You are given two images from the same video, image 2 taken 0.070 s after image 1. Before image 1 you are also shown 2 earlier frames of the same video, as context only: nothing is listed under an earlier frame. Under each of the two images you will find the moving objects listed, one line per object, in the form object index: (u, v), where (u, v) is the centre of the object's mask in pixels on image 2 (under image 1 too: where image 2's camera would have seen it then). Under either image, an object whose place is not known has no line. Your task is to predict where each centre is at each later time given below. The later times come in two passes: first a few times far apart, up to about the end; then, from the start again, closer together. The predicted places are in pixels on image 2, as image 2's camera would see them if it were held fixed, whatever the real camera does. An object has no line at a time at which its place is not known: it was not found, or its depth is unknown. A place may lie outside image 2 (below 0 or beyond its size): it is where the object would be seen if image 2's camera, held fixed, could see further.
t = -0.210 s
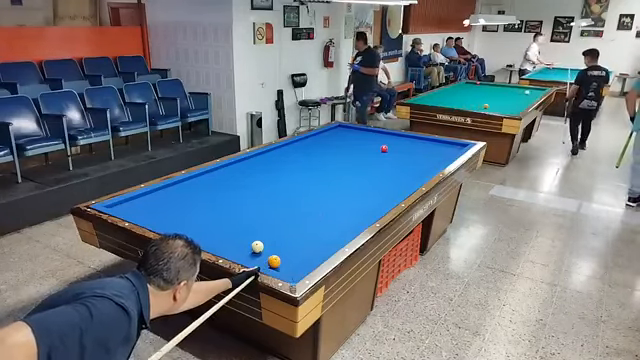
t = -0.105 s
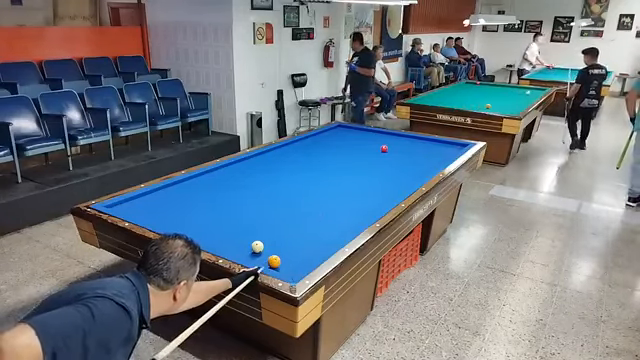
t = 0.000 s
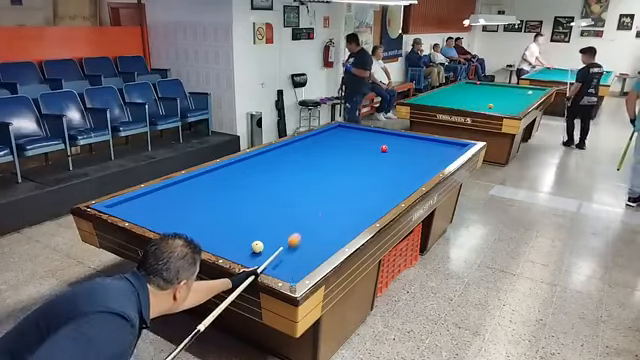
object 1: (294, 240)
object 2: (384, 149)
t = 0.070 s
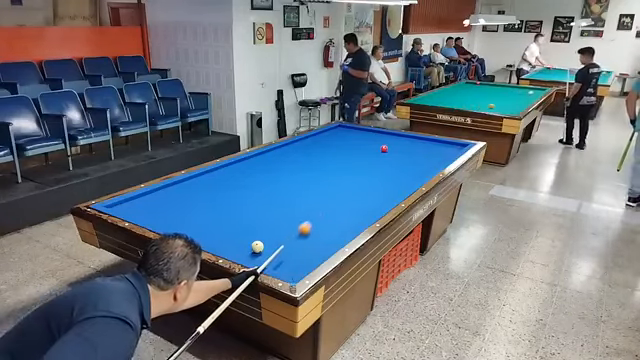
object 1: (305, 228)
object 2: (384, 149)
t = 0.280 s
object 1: (331, 199)
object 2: (384, 148)
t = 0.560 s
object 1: (359, 169)
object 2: (384, 149)
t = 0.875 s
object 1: (376, 147)
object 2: (387, 148)
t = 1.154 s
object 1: (370, 132)
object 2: (409, 148)
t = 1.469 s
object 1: (331, 132)
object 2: (432, 147)
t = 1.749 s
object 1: (319, 137)
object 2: (451, 147)
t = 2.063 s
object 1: (317, 147)
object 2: (461, 145)
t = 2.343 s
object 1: (315, 156)
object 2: (454, 143)
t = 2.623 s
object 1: (312, 166)
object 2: (446, 143)
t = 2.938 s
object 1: (308, 179)
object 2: (436, 143)
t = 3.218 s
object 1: (304, 193)
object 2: (428, 143)
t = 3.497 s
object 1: (299, 210)
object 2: (420, 143)
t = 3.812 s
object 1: (293, 230)
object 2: (413, 143)
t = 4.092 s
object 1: (287, 252)
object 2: (406, 143)
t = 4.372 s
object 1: (294, 268)
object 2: (401, 143)
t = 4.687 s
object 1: (299, 251)
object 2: (393, 143)
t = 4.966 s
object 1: (300, 239)
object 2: (388, 142)
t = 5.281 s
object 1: (301, 226)
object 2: (383, 142)
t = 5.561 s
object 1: (302, 217)
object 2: (379, 142)
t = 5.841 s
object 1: (303, 207)
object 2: (374, 142)
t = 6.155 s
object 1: (304, 199)
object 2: (370, 142)
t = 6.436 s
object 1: (304, 192)
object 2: (367, 142)
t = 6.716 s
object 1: (305, 187)
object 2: (364, 142)
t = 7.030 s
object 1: (305, 181)
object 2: (361, 142)
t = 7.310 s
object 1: (306, 176)
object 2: (359, 142)
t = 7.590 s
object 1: (306, 172)
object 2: (358, 142)
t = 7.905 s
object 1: (306, 167)
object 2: (356, 141)
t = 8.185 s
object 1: (306, 163)
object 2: (356, 142)
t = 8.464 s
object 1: (306, 160)
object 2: (355, 142)
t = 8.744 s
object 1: (307, 157)
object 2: (355, 141)
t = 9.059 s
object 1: (307, 153)
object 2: (355, 141)
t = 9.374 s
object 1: (307, 151)
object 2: (355, 141)
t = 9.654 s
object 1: (307, 148)
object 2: (355, 141)
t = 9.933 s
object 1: (307, 146)
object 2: (355, 141)
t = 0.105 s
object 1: (310, 222)
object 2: (384, 149)
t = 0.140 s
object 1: (314, 217)
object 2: (384, 149)
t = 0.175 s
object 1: (319, 212)
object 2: (384, 149)
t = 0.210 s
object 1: (323, 207)
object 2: (384, 148)
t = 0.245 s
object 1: (327, 203)
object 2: (384, 148)
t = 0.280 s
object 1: (331, 199)
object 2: (384, 148)
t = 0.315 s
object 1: (335, 195)
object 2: (384, 148)
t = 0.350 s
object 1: (338, 191)
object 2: (384, 149)
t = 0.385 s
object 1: (342, 187)
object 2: (384, 149)
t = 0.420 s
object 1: (344, 184)
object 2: (384, 148)
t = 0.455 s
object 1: (347, 180)
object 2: (384, 148)
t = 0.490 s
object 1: (351, 177)
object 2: (384, 148)
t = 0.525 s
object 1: (353, 174)
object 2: (384, 148)
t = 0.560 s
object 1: (359, 169)
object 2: (384, 149)
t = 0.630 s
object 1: (364, 163)
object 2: (384, 149)
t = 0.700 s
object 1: (366, 160)
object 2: (384, 148)
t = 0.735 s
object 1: (369, 158)
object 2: (384, 149)
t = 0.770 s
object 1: (373, 153)
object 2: (384, 148)
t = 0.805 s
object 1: (375, 150)
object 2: (384, 149)
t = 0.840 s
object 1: (377, 148)
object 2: (384, 148)
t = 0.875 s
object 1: (376, 147)
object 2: (387, 148)
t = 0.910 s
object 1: (374, 144)
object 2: (391, 148)
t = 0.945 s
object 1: (373, 143)
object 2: (393, 148)
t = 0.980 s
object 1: (372, 141)
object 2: (396, 148)
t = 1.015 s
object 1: (371, 139)
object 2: (399, 148)
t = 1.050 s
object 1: (371, 137)
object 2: (402, 148)
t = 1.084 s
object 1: (371, 135)
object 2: (404, 148)
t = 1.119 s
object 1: (370, 134)
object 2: (407, 148)
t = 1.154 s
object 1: (370, 132)
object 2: (409, 148)
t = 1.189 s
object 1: (369, 131)
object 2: (411, 148)
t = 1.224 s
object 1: (368, 130)
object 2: (414, 148)
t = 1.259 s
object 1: (363, 130)
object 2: (416, 147)
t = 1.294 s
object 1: (358, 130)
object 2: (419, 147)
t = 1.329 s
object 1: (353, 131)
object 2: (421, 147)
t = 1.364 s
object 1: (348, 131)
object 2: (423, 147)
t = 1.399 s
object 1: (340, 131)
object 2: (428, 147)
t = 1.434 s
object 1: (335, 132)
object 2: (430, 147)
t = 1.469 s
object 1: (331, 132)
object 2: (432, 147)
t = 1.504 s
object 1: (327, 132)
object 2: (435, 147)
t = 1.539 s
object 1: (322, 132)
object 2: (437, 147)
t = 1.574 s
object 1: (319, 133)
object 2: (440, 147)
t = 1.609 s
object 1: (320, 133)
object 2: (442, 147)
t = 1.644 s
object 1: (320, 134)
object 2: (444, 147)
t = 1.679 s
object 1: (320, 136)
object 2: (447, 147)
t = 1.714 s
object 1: (320, 136)
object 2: (449, 147)
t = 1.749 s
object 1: (319, 137)
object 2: (451, 147)
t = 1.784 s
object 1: (319, 138)
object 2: (453, 147)
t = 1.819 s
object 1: (319, 139)
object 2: (455, 147)
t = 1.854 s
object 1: (319, 140)
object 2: (457, 146)
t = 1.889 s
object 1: (318, 141)
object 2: (459, 146)
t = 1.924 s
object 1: (318, 142)
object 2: (461, 146)
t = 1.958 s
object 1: (318, 143)
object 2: (462, 146)
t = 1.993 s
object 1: (318, 144)
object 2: (463, 146)
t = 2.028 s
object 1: (318, 145)
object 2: (462, 146)
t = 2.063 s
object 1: (317, 147)
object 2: (461, 145)
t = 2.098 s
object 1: (316, 148)
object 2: (460, 145)
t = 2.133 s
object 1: (316, 149)
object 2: (460, 144)
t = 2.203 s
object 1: (316, 151)
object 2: (458, 144)
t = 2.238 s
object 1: (315, 152)
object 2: (457, 143)
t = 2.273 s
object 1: (315, 153)
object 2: (457, 143)
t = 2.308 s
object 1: (315, 155)
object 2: (455, 143)
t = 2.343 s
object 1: (315, 156)
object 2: (454, 143)
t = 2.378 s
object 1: (314, 157)
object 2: (453, 144)
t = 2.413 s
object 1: (314, 158)
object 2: (452, 143)
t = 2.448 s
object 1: (314, 159)
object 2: (451, 143)
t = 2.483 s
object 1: (313, 160)
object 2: (451, 143)
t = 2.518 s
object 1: (313, 162)
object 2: (450, 143)
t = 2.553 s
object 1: (312, 163)
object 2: (448, 143)
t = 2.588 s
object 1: (312, 164)
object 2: (446, 143)
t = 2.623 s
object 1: (312, 166)
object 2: (446, 143)
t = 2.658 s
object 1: (311, 167)
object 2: (445, 143)
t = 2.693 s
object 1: (311, 168)
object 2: (444, 143)
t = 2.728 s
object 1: (311, 170)
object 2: (443, 143)
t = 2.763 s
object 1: (310, 171)
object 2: (443, 143)
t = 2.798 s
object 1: (309, 173)
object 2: (440, 143)
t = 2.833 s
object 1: (309, 175)
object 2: (439, 143)
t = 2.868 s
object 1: (309, 176)
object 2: (438, 143)
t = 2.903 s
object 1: (308, 178)
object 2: (436, 143)
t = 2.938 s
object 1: (308, 179)
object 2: (436, 143)
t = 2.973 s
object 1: (308, 181)
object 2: (435, 143)
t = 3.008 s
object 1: (307, 183)
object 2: (434, 143)
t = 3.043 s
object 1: (307, 184)
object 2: (432, 143)
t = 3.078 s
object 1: (306, 186)
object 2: (432, 143)
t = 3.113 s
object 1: (306, 187)
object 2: (431, 143)
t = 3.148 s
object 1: (305, 189)
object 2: (430, 143)
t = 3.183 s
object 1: (305, 191)
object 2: (429, 143)
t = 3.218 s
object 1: (304, 193)
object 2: (428, 143)
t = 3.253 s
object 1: (304, 194)
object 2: (427, 143)
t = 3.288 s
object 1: (303, 196)
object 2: (427, 143)
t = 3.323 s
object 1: (303, 198)
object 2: (426, 143)
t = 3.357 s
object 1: (302, 200)
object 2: (424, 143)
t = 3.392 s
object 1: (301, 202)
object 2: (423, 143)
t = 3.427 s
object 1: (301, 204)
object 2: (423, 143)
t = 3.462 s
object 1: (300, 206)
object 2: (422, 143)
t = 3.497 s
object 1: (299, 210)
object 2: (420, 143)
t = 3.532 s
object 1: (299, 212)
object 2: (419, 143)
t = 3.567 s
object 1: (298, 214)
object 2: (419, 143)
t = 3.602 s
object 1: (297, 216)
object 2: (417, 143)
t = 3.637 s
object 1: (297, 218)
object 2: (417, 143)
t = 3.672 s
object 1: (296, 221)
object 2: (416, 143)
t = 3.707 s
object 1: (295, 223)
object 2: (415, 143)
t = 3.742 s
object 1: (295, 225)
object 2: (415, 143)
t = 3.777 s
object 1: (294, 228)
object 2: (414, 142)
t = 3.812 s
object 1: (293, 230)
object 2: (413, 143)
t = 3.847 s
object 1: (293, 233)
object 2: (412, 143)
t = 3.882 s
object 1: (292, 235)
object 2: (411, 143)
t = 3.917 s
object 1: (291, 238)
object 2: (410, 143)
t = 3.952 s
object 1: (290, 241)
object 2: (410, 142)
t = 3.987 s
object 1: (290, 244)
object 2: (409, 143)
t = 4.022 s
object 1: (289, 246)
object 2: (408, 143)
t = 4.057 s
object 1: (288, 249)
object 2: (408, 143)
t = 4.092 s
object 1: (287, 252)
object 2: (406, 143)
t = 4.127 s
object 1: (286, 255)
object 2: (406, 143)
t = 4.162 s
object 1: (285, 258)
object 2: (405, 143)
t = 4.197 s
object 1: (284, 261)
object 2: (404, 143)
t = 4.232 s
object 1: (283, 264)
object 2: (404, 143)
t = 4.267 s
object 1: (282, 267)
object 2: (403, 143)
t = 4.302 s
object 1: (284, 269)
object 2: (402, 143)
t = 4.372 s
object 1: (294, 268)
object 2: (401, 143)
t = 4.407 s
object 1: (297, 266)
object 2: (400, 143)
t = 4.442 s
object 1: (297, 263)
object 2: (399, 143)
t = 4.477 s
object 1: (297, 261)
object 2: (398, 143)
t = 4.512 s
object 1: (298, 259)
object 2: (397, 143)
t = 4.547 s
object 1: (298, 258)
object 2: (396, 143)
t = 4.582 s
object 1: (298, 256)
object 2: (396, 143)
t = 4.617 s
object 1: (298, 254)
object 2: (395, 143)
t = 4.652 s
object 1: (299, 252)
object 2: (394, 143)
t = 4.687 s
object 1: (299, 251)
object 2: (393, 143)
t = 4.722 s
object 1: (299, 249)
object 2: (393, 143)
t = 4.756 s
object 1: (299, 248)
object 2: (392, 142)
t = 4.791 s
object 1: (299, 246)
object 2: (392, 143)
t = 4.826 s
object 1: (300, 245)
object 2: (391, 142)
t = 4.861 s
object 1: (300, 243)
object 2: (390, 142)
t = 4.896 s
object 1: (300, 242)
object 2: (390, 142)
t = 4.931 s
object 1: (300, 240)
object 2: (389, 142)
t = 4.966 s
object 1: (300, 239)
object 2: (388, 142)
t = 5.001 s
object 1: (300, 237)
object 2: (388, 142)
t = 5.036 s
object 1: (301, 235)
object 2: (387, 142)
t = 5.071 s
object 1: (301, 234)
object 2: (386, 143)
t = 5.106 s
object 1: (301, 232)
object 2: (385, 143)
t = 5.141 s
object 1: (301, 231)
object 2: (385, 143)
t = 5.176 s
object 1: (301, 229)
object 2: (384, 142)
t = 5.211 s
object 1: (301, 228)
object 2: (384, 143)
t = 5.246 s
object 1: (301, 227)
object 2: (384, 143)
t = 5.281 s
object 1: (301, 226)
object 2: (383, 142)
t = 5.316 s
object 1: (301, 225)
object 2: (383, 142)
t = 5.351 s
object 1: (301, 223)
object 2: (382, 142)
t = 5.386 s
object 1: (301, 222)
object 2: (381, 142)
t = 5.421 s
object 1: (302, 221)
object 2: (381, 142)
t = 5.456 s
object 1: (302, 220)
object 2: (380, 142)
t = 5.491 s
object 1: (302, 219)
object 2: (380, 142)
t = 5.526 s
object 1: (302, 217)
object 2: (379, 142)
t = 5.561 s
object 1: (302, 217)
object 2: (379, 142)
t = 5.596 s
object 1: (302, 216)
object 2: (378, 142)
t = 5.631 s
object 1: (302, 214)
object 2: (377, 142)
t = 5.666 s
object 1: (302, 213)
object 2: (377, 142)
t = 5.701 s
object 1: (303, 213)
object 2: (376, 142)
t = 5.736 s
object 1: (303, 211)
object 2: (376, 142)
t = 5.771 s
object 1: (303, 210)
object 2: (376, 142)
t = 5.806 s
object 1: (303, 208)
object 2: (375, 142)
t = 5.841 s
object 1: (303, 207)
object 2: (374, 142)
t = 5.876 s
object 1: (303, 206)
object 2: (374, 142)
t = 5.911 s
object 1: (303, 206)
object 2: (373, 142)
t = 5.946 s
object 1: (303, 205)
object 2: (373, 142)
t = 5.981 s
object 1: (303, 204)
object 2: (373, 142)
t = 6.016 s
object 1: (303, 203)
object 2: (373, 142)
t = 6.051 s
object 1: (303, 202)
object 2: (372, 142)
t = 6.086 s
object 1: (304, 201)
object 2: (371, 142)
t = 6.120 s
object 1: (304, 200)
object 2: (371, 142)
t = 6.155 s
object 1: (304, 199)
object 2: (370, 142)
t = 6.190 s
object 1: (304, 199)
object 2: (370, 142)
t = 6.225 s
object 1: (304, 198)
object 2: (370, 142)
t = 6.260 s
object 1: (304, 197)
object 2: (369, 142)
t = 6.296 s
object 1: (304, 196)
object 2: (369, 142)
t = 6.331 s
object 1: (304, 196)
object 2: (368, 142)
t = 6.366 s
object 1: (304, 194)
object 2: (368, 142)
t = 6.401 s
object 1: (304, 194)
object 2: (368, 142)
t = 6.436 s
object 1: (304, 192)
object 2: (367, 142)
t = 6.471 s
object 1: (304, 191)
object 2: (366, 142)
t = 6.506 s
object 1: (305, 191)
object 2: (366, 142)
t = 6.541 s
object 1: (305, 190)
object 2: (366, 142)
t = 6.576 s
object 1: (305, 189)
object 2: (365, 142)
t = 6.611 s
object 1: (305, 189)
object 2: (365, 142)
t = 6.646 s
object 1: (305, 188)
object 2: (364, 142)
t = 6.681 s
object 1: (305, 187)
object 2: (364, 142)
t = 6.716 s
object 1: (305, 187)
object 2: (364, 142)
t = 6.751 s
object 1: (305, 186)
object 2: (364, 142)
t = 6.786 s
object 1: (305, 185)
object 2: (363, 142)
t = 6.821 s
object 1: (305, 184)
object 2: (363, 142)
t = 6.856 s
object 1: (305, 184)
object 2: (363, 142)
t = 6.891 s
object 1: (305, 183)
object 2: (363, 142)
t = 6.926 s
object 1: (305, 183)
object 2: (362, 142)
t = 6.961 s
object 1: (305, 182)
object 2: (362, 142)
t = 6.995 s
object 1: (305, 181)
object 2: (362, 142)
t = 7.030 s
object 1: (305, 181)
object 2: (361, 142)
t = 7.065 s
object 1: (305, 180)
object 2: (361, 142)
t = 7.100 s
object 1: (305, 180)
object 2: (361, 142)
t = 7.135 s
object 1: (305, 179)
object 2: (361, 142)
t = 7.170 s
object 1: (305, 178)
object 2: (361, 142)
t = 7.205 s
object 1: (305, 178)
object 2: (360, 142)
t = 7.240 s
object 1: (305, 177)
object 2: (360, 142)
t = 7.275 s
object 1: (306, 177)
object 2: (360, 142)
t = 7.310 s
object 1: (306, 176)
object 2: (359, 142)
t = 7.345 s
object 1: (306, 175)
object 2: (359, 142)
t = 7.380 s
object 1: (306, 175)
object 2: (359, 142)
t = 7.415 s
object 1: (306, 174)
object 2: (359, 142)
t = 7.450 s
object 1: (306, 173)
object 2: (358, 141)
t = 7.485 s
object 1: (306, 173)
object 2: (358, 141)
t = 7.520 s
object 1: (306, 173)
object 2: (358, 142)
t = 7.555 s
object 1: (306, 172)
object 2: (358, 142)
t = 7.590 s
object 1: (306, 172)
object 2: (358, 142)
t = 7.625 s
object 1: (306, 171)
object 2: (357, 142)
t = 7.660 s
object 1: (306, 170)
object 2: (357, 142)
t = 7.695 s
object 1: (306, 170)
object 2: (357, 142)
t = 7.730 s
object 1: (306, 169)
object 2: (357, 141)
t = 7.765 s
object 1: (306, 169)
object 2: (357, 141)
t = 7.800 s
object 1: (306, 168)
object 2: (357, 142)
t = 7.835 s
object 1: (306, 168)
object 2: (357, 141)
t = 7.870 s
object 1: (306, 167)
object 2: (356, 141)
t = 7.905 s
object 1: (306, 167)
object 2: (356, 141)
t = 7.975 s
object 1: (306, 166)
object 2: (356, 141)
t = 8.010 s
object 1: (306, 165)
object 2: (356, 141)
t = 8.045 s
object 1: (306, 165)
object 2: (356, 141)
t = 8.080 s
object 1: (306, 164)
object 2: (356, 142)
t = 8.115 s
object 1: (306, 164)
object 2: (356, 142)
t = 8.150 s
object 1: (306, 164)
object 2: (356, 142)
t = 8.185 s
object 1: (306, 163)
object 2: (356, 142)
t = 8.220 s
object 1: (306, 163)
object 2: (356, 142)
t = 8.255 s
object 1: (306, 162)
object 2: (356, 142)
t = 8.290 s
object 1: (306, 162)
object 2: (355, 142)
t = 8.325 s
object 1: (306, 162)
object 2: (355, 141)
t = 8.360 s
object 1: (306, 161)
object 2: (355, 142)
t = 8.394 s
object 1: (306, 161)
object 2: (355, 142)
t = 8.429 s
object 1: (306, 160)
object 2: (355, 141)
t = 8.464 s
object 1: (306, 160)
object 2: (355, 142)
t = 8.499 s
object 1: (306, 160)
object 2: (355, 142)
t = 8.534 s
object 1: (306, 159)
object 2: (355, 141)
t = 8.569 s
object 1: (306, 159)
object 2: (355, 141)
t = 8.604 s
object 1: (306, 158)
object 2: (355, 141)
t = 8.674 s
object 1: (306, 158)
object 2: (355, 141)
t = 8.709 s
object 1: (306, 157)
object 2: (355, 141)
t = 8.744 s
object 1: (307, 157)
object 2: (355, 141)
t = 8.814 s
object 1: (307, 156)
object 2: (355, 141)
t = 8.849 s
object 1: (307, 156)
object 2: (355, 141)
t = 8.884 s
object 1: (306, 155)
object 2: (355, 141)
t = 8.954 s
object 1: (306, 154)
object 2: (355, 141)
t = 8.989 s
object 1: (307, 154)
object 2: (355, 141)
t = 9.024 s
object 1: (307, 154)
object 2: (355, 141)
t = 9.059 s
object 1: (307, 153)
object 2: (355, 141)
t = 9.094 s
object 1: (307, 153)
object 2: (355, 141)
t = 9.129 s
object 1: (307, 153)
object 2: (355, 141)
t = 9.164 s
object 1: (307, 153)
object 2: (355, 141)
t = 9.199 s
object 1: (307, 153)
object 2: (355, 141)
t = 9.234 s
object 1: (307, 152)
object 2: (355, 141)
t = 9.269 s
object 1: (307, 152)
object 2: (355, 141)
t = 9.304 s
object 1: (307, 152)
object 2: (355, 141)
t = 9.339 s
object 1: (307, 151)
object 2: (355, 141)
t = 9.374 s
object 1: (307, 151)
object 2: (355, 141)
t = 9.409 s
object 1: (307, 151)
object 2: (355, 141)
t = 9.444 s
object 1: (307, 150)
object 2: (355, 141)
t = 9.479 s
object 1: (307, 150)
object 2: (355, 141)
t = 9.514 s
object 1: (307, 150)
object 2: (355, 141)
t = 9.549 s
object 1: (307, 149)
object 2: (355, 141)
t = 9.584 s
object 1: (307, 149)
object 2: (355, 141)
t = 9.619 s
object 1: (307, 148)
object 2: (355, 141)
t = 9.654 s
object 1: (307, 148)
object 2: (355, 141)
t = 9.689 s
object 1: (307, 148)
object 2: (355, 141)
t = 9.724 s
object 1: (307, 148)
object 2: (355, 141)
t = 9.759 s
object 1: (307, 148)
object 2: (355, 141)
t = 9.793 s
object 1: (307, 147)
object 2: (355, 141)
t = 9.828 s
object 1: (307, 147)
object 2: (355, 141)
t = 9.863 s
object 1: (307, 147)
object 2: (355, 141)
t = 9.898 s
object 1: (307, 147)
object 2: (355, 141)
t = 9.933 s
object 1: (307, 146)
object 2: (355, 141)
